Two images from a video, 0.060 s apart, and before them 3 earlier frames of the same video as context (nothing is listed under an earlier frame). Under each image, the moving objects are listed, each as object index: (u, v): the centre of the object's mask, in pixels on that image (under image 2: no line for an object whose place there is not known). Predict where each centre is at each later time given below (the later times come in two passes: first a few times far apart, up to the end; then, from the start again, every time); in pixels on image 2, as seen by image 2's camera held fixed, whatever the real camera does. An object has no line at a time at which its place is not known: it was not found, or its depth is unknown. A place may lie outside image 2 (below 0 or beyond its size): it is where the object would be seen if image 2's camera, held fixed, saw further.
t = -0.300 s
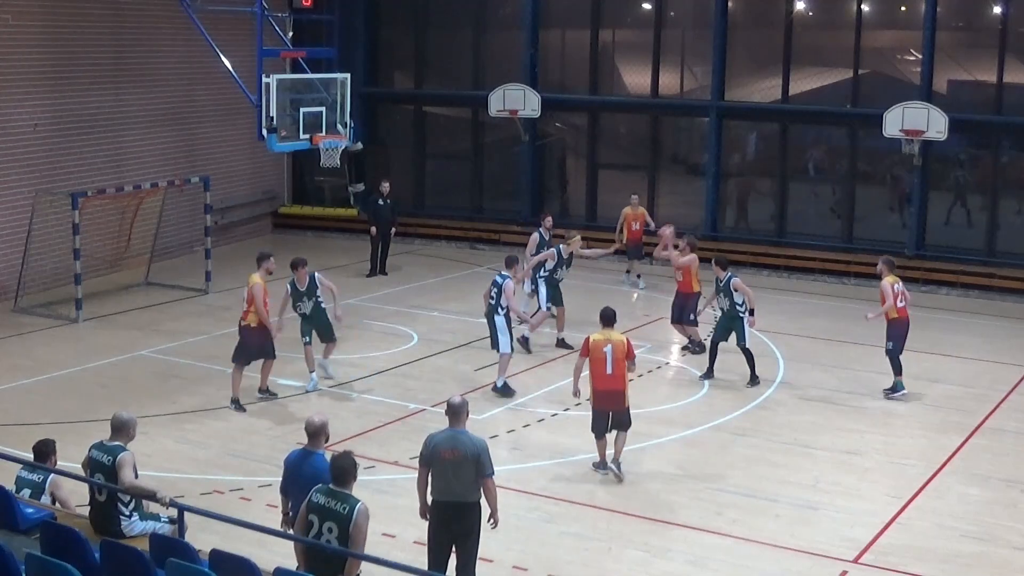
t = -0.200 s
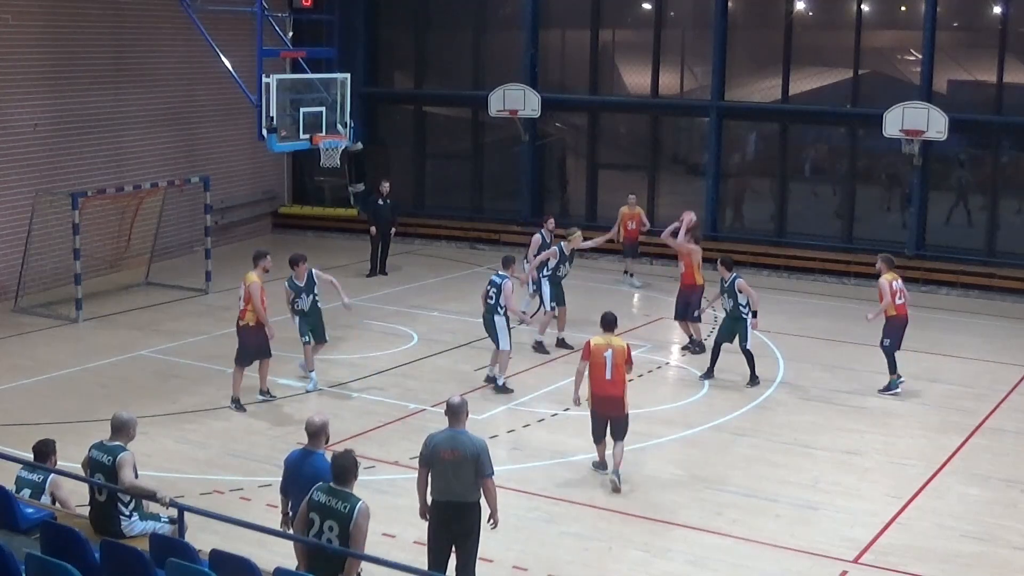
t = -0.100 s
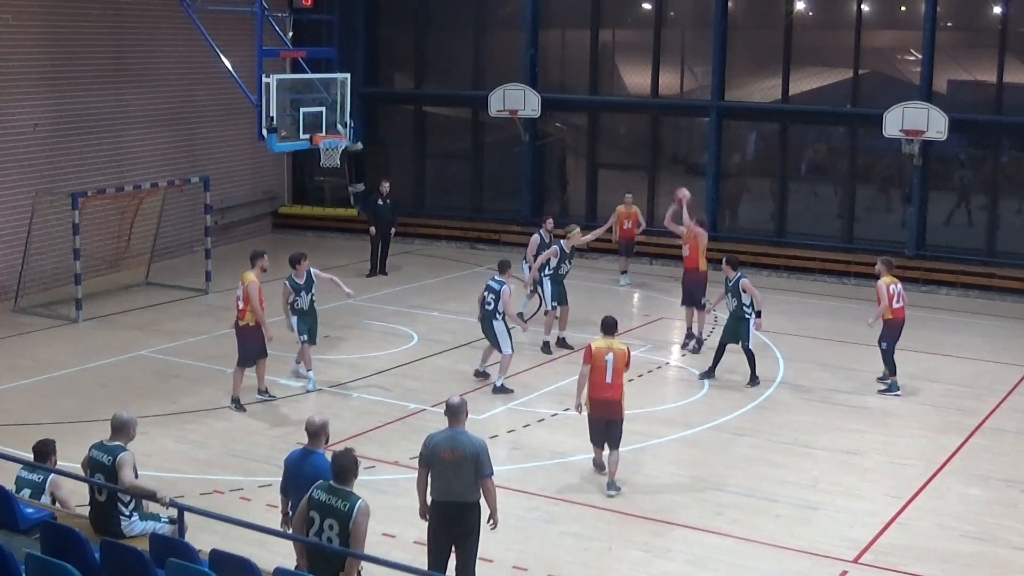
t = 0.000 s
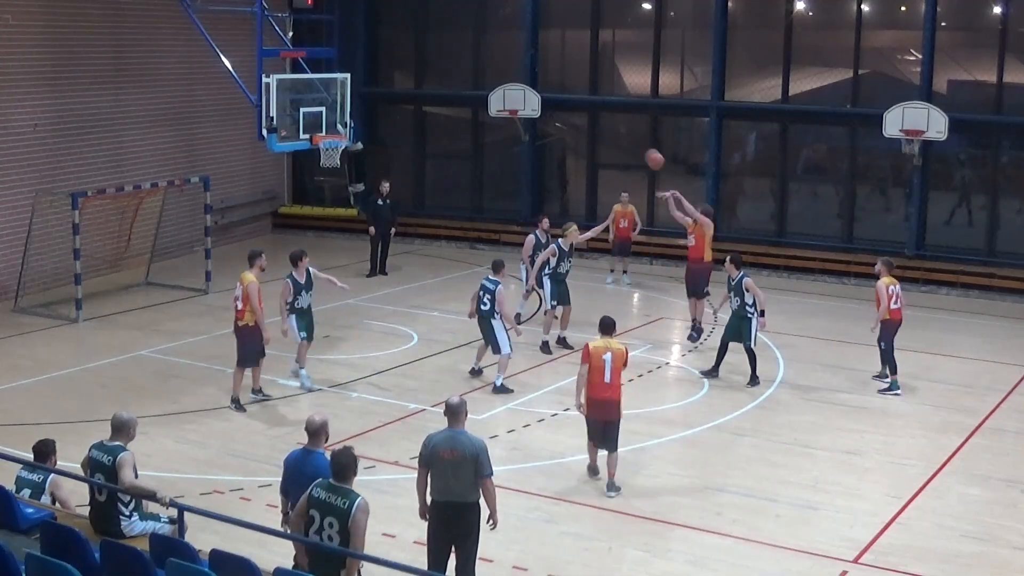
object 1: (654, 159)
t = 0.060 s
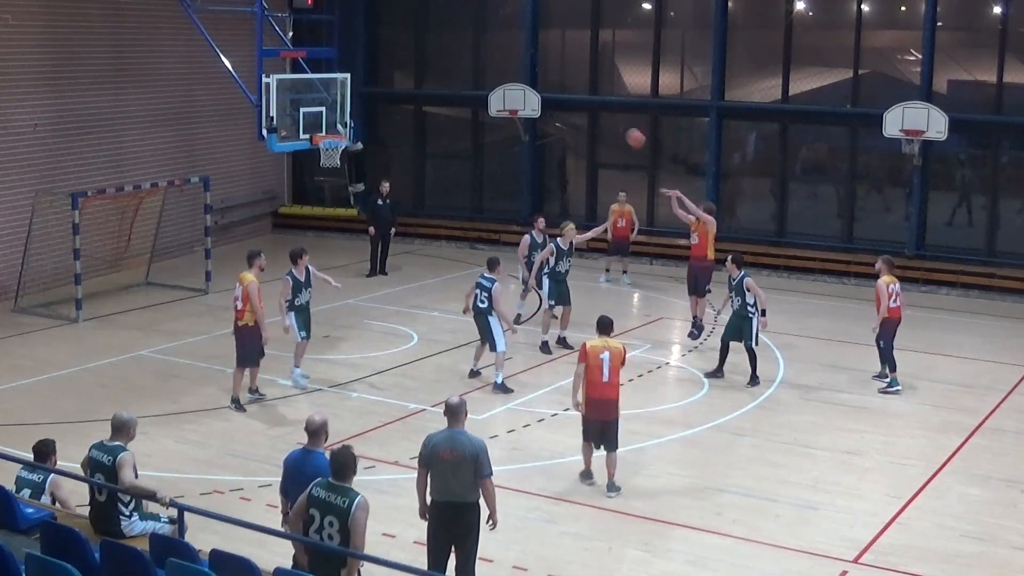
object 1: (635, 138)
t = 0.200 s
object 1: (590, 100)
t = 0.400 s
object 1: (527, 67)
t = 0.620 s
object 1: (458, 63)
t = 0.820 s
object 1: (396, 86)
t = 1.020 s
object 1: (337, 131)
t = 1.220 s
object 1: (338, 130)
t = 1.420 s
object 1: (333, 129)
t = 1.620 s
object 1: (326, 130)
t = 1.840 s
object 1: (330, 140)
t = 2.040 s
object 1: (342, 159)
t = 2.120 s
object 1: (343, 167)
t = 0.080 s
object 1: (629, 132)
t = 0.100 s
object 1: (622, 125)
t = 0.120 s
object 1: (616, 120)
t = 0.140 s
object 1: (610, 114)
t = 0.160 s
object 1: (604, 109)
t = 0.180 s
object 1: (597, 104)
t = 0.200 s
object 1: (590, 100)
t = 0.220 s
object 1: (584, 95)
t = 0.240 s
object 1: (578, 91)
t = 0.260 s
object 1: (571, 86)
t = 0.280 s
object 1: (565, 83)
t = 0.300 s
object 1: (558, 80)
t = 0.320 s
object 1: (552, 77)
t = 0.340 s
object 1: (546, 74)
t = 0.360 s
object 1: (539, 71)
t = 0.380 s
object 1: (533, 69)
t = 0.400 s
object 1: (527, 67)
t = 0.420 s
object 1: (520, 65)
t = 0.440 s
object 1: (514, 63)
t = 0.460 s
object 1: (508, 62)
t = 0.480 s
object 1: (501, 62)
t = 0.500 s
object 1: (495, 61)
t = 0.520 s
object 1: (489, 61)
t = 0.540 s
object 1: (483, 60)
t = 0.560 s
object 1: (476, 61)
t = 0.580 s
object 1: (470, 61)
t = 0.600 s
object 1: (464, 62)
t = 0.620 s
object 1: (458, 63)
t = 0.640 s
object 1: (452, 64)
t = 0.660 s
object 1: (445, 66)
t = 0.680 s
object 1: (439, 67)
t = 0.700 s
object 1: (433, 69)
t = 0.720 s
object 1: (426, 71)
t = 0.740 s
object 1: (420, 74)
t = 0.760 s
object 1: (414, 77)
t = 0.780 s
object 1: (408, 80)
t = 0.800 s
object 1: (403, 83)
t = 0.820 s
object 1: (396, 86)
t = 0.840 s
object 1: (390, 91)
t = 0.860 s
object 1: (384, 94)
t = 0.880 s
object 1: (378, 99)
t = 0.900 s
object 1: (372, 103)
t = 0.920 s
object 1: (366, 108)
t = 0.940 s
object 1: (360, 113)
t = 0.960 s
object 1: (356, 117)
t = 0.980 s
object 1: (350, 123)
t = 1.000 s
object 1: (342, 130)
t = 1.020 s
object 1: (337, 131)
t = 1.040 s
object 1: (334, 132)
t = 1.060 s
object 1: (331, 132)
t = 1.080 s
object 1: (325, 133)
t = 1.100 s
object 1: (325, 133)
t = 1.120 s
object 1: (329, 133)
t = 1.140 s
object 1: (332, 133)
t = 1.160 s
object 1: (335, 132)
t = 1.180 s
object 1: (337, 132)
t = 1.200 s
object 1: (338, 130)
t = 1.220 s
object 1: (338, 130)
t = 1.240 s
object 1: (339, 130)
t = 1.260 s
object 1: (340, 130)
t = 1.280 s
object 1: (339, 131)
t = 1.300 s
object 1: (339, 131)
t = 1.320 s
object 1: (338, 130)
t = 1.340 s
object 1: (338, 130)
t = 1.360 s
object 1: (336, 131)
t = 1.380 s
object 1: (335, 131)
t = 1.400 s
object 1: (334, 130)
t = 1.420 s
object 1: (333, 129)
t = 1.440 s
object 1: (330, 129)
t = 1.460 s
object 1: (329, 129)
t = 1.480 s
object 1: (329, 130)
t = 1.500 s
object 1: (328, 130)
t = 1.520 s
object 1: (328, 130)
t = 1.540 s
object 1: (328, 130)
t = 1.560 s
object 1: (327, 129)
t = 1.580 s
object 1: (326, 129)
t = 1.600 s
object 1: (326, 130)
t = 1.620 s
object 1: (326, 130)
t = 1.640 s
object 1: (324, 131)
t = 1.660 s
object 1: (324, 131)
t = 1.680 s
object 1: (324, 131)
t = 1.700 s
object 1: (324, 132)
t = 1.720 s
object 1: (325, 132)
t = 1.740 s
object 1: (326, 133)
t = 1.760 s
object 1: (327, 133)
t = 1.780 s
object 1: (327, 134)
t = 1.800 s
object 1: (328, 135)
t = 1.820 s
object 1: (329, 137)
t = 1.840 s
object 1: (330, 140)
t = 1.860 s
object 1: (330, 141)
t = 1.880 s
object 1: (333, 144)
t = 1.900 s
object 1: (335, 146)
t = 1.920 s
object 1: (337, 150)
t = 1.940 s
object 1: (337, 151)
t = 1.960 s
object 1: (339, 152)
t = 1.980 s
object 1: (340, 155)
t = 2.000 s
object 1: (341, 156)
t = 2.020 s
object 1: (341, 157)
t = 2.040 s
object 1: (342, 159)
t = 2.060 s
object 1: (342, 158)
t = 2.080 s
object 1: (342, 163)
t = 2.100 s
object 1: (343, 165)
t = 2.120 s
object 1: (343, 167)
